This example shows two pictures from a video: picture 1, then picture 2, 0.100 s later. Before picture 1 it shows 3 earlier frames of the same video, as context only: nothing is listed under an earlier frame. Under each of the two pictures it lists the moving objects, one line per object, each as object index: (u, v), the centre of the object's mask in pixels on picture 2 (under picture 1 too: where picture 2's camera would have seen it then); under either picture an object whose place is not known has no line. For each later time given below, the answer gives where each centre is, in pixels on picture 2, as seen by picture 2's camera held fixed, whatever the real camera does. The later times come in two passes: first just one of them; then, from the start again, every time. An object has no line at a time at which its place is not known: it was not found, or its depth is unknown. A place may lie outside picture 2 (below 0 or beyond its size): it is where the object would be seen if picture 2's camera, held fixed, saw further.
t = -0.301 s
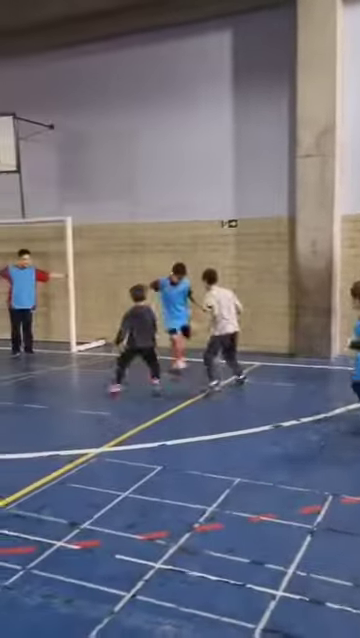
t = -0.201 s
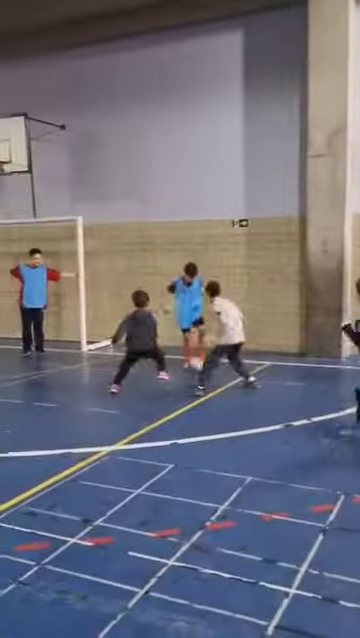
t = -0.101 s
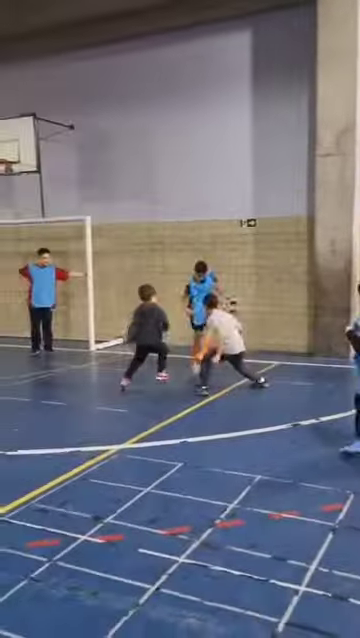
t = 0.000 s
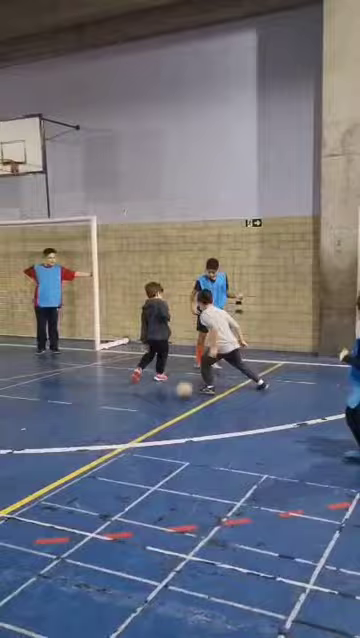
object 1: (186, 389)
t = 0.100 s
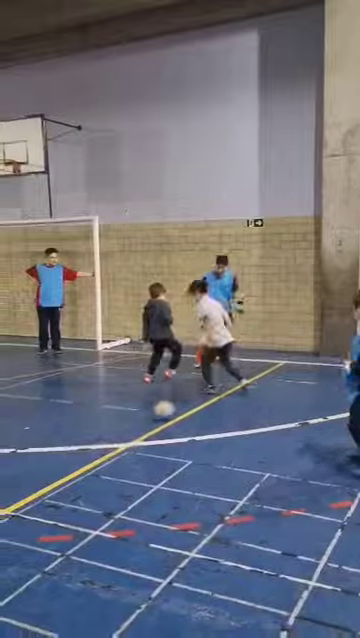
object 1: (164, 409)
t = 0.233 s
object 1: (129, 442)
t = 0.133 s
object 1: (156, 416)
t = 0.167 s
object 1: (148, 425)
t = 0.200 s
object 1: (137, 434)
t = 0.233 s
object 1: (129, 442)
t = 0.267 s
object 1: (118, 450)
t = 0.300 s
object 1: (105, 464)
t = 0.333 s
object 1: (93, 480)
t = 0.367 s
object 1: (81, 488)
